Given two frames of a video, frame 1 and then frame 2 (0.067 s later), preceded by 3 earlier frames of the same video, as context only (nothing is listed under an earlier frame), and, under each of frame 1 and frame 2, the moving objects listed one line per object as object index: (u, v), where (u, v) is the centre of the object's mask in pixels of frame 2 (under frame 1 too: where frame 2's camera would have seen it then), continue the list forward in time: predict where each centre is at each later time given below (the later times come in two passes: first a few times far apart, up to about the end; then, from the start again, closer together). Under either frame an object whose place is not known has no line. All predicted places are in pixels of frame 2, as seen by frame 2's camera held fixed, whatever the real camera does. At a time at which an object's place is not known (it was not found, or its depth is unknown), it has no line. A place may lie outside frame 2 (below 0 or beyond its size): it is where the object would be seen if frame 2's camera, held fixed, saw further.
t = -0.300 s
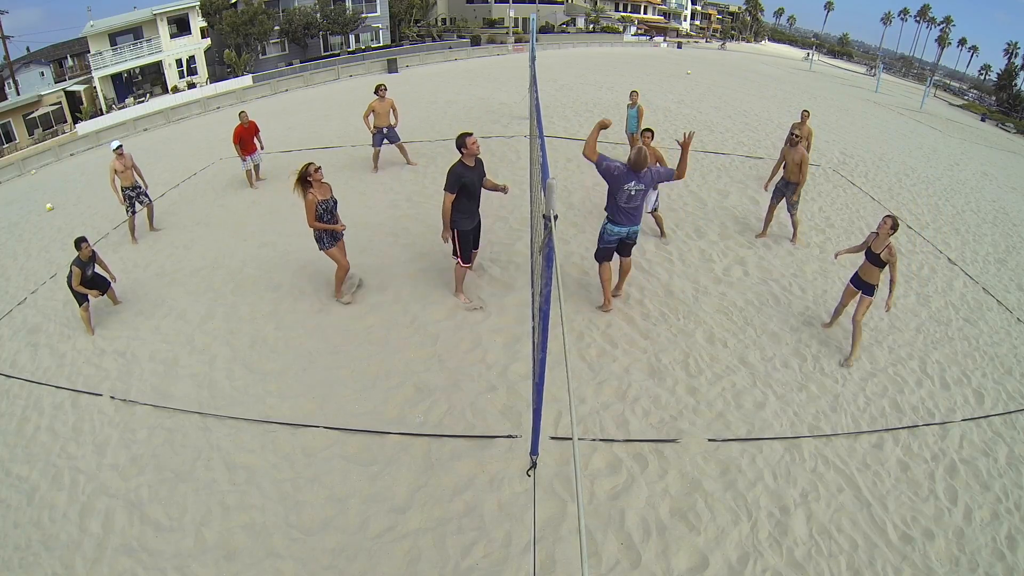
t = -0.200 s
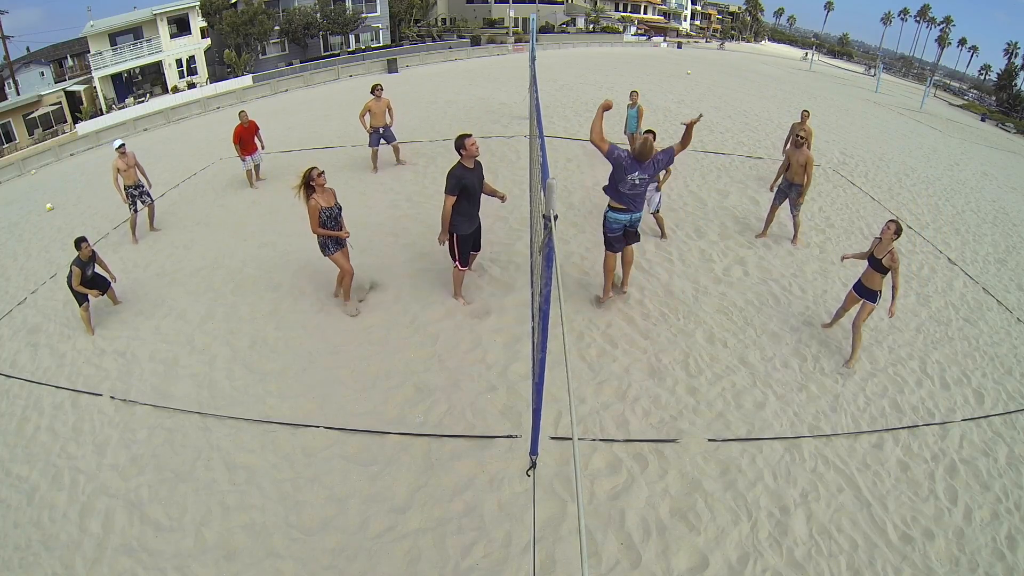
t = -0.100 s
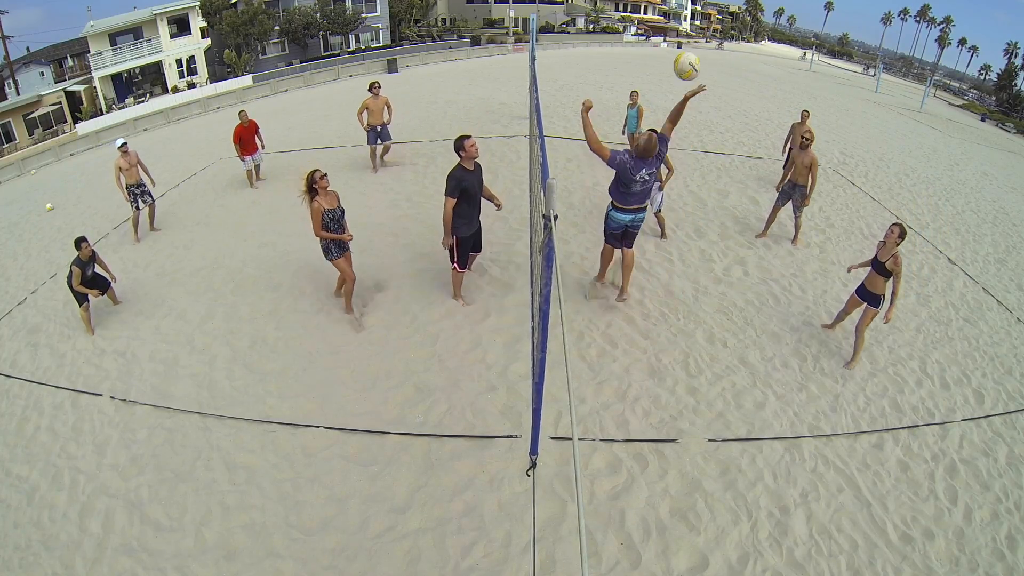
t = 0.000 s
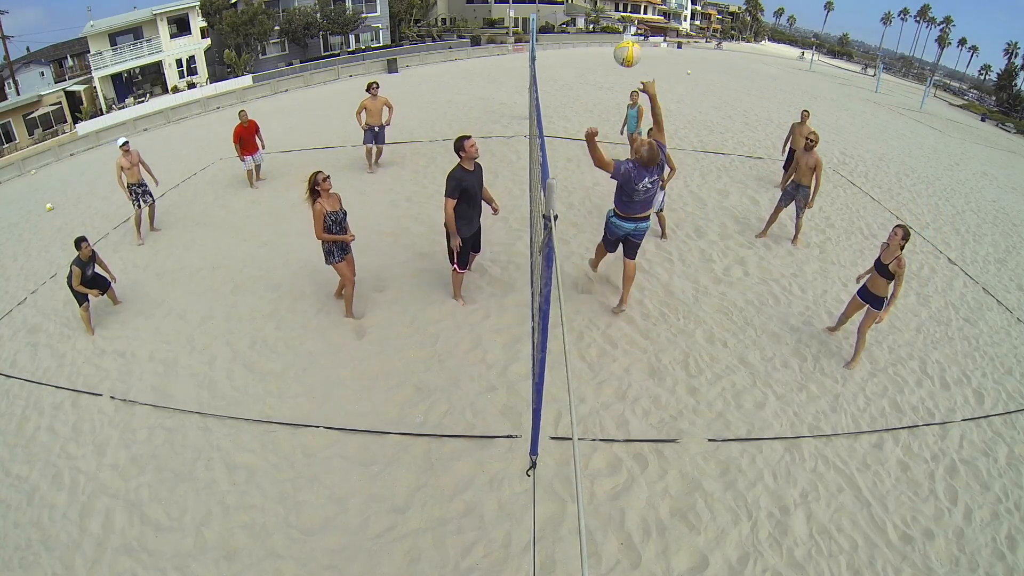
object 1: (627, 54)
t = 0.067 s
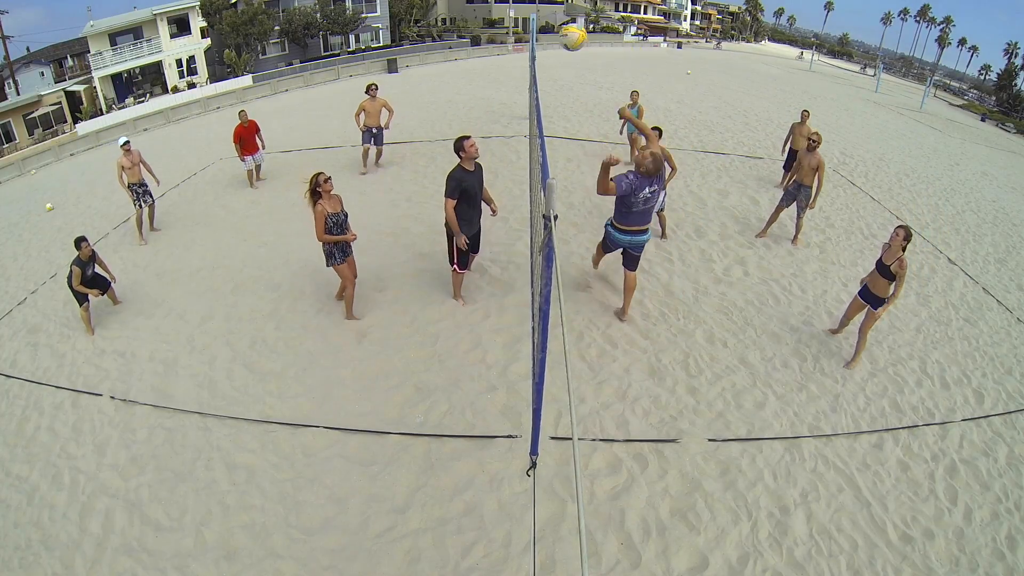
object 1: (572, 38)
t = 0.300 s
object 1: (384, 39)
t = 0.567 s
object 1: (232, 129)
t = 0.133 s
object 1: (517, 28)
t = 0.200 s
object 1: (461, 27)
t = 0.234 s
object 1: (434, 29)
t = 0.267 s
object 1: (409, 33)
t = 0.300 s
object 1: (384, 39)
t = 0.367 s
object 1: (338, 55)
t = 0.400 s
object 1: (316, 65)
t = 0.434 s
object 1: (297, 76)
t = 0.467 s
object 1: (279, 88)
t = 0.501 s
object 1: (262, 101)
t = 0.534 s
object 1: (247, 115)
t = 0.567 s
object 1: (232, 129)
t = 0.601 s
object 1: (220, 143)
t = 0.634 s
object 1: (208, 158)
